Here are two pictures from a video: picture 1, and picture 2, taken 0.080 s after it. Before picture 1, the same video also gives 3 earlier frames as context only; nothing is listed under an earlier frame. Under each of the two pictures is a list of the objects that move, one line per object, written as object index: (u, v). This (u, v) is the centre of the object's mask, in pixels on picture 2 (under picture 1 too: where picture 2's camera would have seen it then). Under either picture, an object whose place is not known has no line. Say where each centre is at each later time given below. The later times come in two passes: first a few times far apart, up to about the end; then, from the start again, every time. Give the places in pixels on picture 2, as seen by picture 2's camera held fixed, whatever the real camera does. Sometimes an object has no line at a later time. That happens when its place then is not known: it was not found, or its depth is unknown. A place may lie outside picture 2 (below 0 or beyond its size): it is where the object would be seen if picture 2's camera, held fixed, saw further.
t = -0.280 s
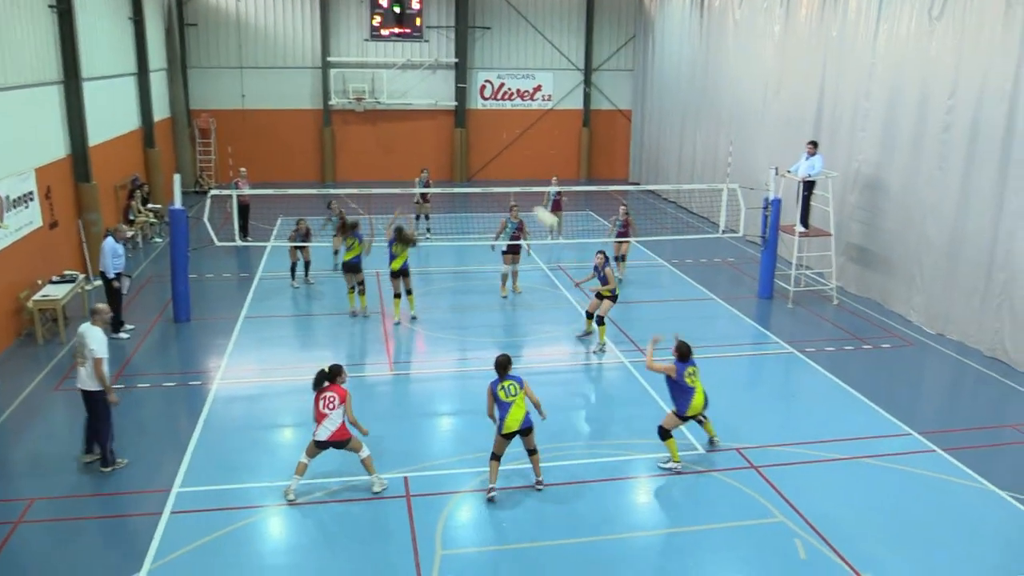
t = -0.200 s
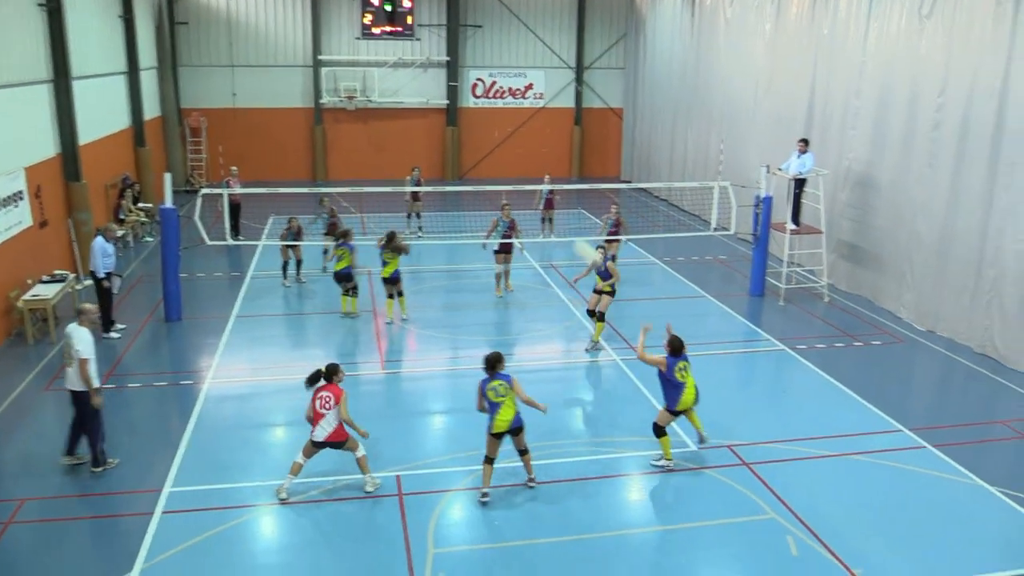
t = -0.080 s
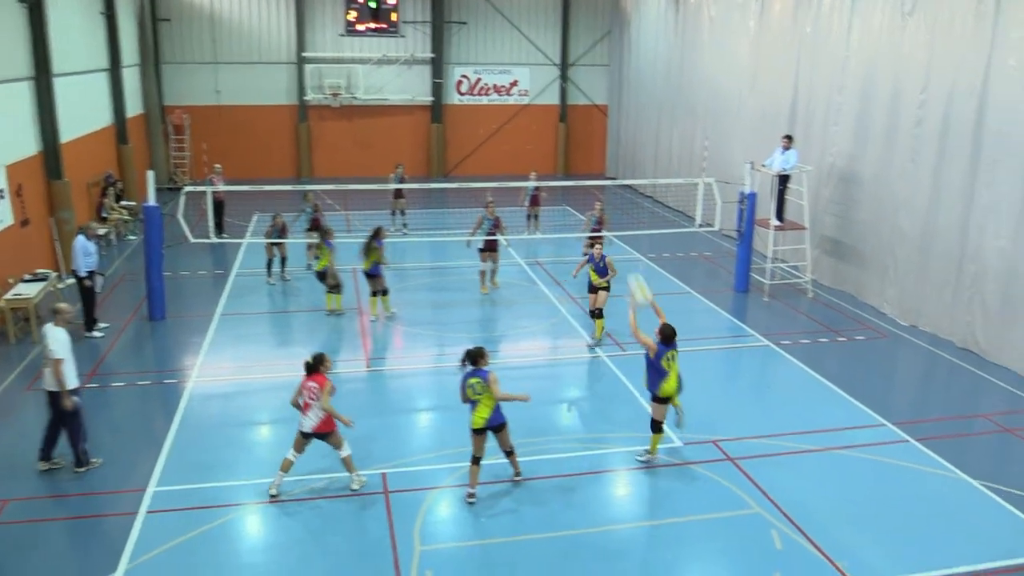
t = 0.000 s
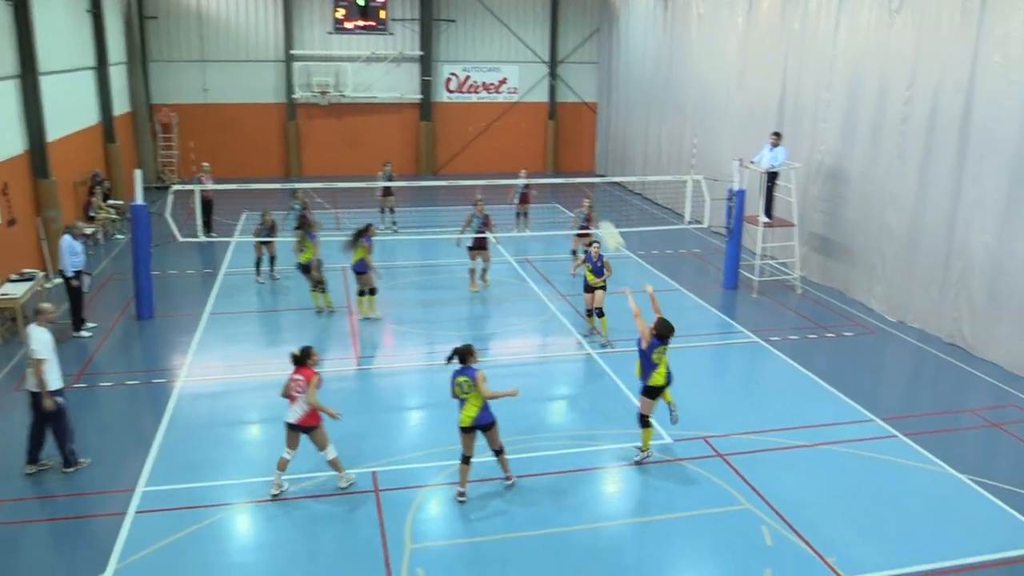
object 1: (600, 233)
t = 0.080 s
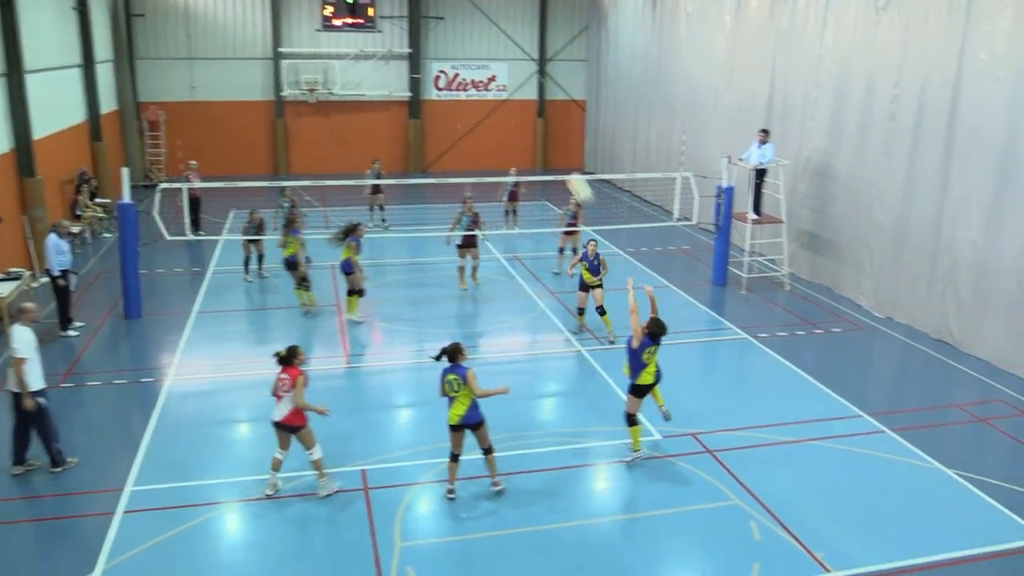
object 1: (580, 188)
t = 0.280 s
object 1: (528, 99)
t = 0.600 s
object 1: (451, 34)
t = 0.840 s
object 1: (401, 47)
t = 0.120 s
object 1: (568, 164)
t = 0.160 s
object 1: (559, 148)
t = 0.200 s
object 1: (549, 131)
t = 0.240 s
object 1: (538, 115)
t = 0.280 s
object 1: (528, 99)
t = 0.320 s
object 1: (517, 86)
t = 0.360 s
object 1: (508, 75)
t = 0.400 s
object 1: (498, 63)
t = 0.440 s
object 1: (488, 54)
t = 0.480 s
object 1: (479, 48)
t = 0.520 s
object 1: (469, 41)
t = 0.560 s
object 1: (460, 37)
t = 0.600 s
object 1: (451, 34)
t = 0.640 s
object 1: (442, 32)
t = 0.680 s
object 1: (434, 33)
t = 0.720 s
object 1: (425, 35)
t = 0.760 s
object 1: (416, 38)
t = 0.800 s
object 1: (409, 41)
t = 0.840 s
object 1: (401, 47)
